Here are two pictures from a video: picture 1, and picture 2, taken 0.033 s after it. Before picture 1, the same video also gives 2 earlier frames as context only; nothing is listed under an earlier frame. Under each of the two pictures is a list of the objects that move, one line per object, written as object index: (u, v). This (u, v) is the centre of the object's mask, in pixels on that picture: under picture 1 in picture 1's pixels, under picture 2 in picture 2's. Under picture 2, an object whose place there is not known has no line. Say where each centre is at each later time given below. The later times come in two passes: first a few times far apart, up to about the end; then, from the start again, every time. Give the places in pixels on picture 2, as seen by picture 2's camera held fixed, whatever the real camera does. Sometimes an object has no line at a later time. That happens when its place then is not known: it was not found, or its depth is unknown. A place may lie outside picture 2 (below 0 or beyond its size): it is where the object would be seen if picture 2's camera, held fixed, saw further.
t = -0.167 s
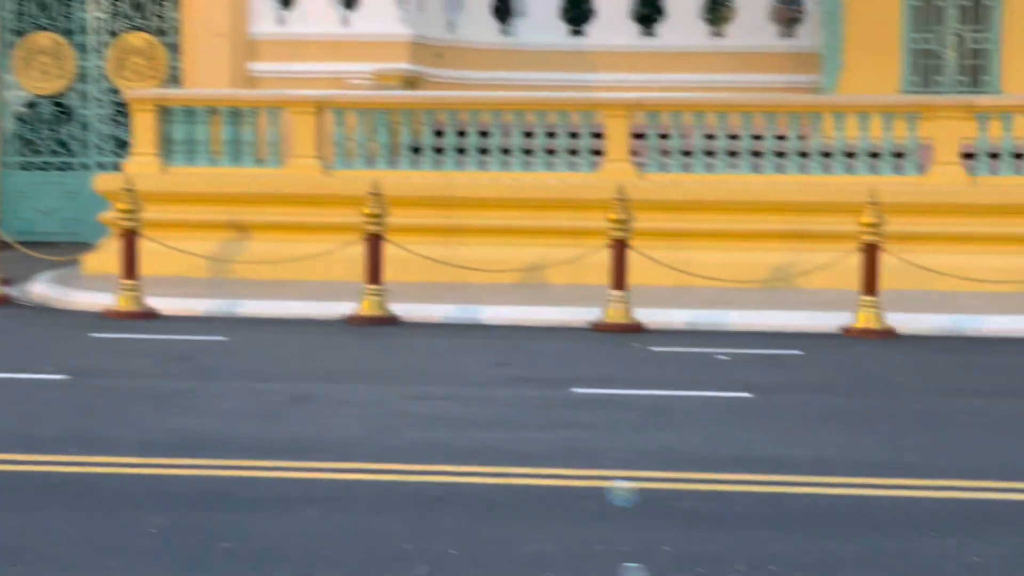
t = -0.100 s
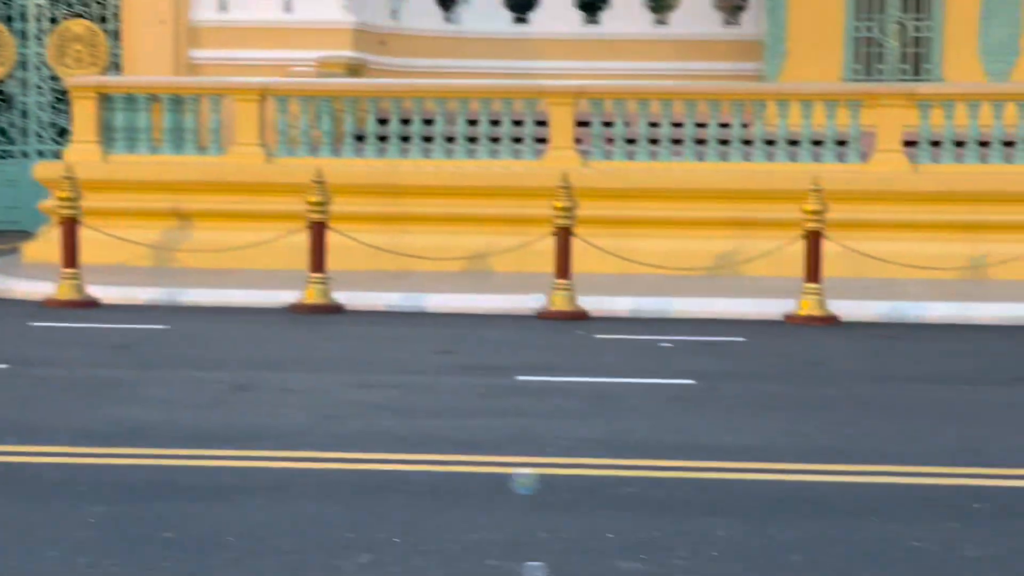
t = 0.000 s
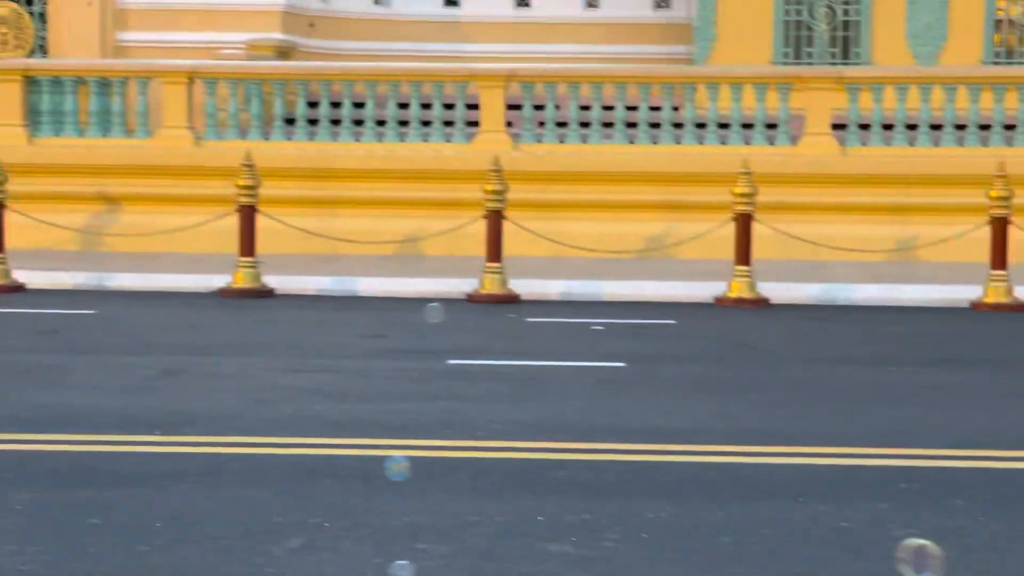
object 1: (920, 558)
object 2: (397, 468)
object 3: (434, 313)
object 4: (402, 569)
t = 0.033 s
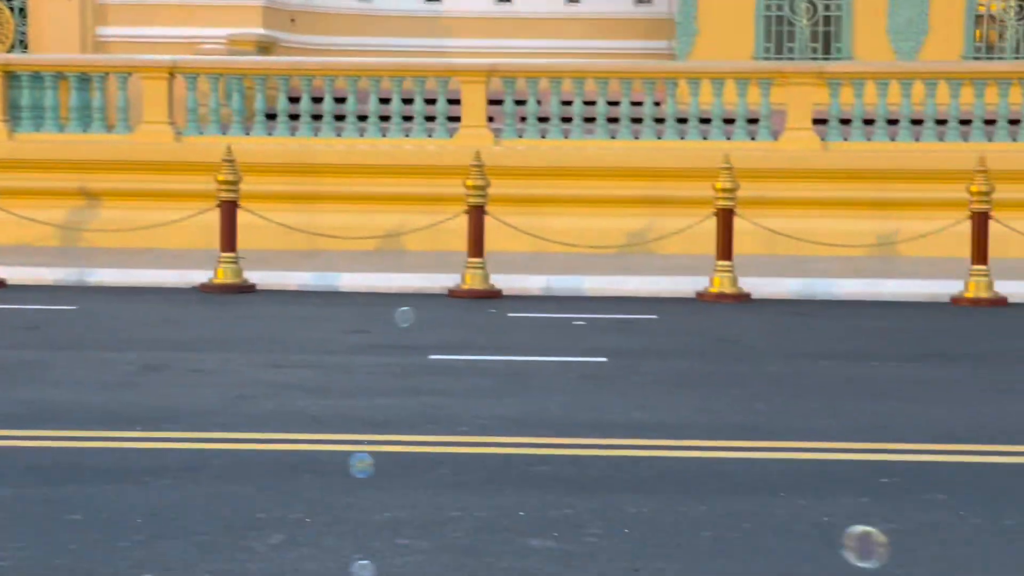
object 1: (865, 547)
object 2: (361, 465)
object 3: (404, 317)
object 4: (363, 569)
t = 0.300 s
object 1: (642, 484)
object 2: (233, 482)
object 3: (316, 385)
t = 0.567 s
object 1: (431, 502)
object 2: (121, 512)
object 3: (250, 437)
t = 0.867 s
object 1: (103, 547)
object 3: (224, 455)
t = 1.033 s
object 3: (210, 465)
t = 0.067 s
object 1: (832, 539)
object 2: (344, 467)
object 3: (392, 326)
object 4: (342, 573)
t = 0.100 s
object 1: (801, 531)
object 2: (327, 469)
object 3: (381, 334)
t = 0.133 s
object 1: (772, 523)
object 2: (310, 471)
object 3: (370, 343)
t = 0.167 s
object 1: (744, 515)
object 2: (294, 473)
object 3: (359, 351)
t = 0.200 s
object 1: (718, 507)
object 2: (279, 475)
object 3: (348, 360)
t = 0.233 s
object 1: (692, 498)
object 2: (263, 477)
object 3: (337, 368)
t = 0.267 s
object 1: (667, 490)
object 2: (248, 479)
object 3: (327, 377)
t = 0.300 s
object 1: (642, 484)
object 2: (233, 482)
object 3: (316, 385)
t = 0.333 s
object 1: (618, 479)
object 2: (218, 484)
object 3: (305, 393)
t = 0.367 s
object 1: (593, 476)
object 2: (204, 487)
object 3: (296, 401)
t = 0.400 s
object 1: (568, 475)
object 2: (190, 490)
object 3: (286, 409)
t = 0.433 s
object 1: (543, 477)
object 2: (175, 494)
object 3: (277, 416)
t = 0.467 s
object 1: (518, 481)
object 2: (162, 498)
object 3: (270, 423)
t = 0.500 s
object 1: (491, 486)
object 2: (148, 502)
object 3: (262, 426)
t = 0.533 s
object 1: (462, 494)
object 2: (135, 507)
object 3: (256, 434)
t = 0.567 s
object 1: (431, 502)
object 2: (121, 512)
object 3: (250, 437)
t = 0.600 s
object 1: (399, 511)
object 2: (108, 517)
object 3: (246, 442)
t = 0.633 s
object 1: (365, 520)
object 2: (93, 523)
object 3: (243, 446)
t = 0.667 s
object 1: (330, 528)
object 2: (80, 529)
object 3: (240, 449)
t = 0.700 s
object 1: (293, 535)
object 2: (67, 535)
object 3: (238, 451)
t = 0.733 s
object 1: (255, 541)
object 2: (55, 542)
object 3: (234, 452)
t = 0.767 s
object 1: (218, 546)
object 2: (44, 548)
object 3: (233, 453)
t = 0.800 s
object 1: (180, 548)
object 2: (33, 555)
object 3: (230, 454)
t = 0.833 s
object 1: (142, 548)
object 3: (227, 455)
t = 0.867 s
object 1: (103, 547)
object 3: (224, 455)
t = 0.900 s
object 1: (67, 543)
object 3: (222, 456)
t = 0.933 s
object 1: (31, 537)
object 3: (220, 458)
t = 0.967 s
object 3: (217, 460)
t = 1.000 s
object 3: (213, 462)
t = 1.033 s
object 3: (210, 465)
